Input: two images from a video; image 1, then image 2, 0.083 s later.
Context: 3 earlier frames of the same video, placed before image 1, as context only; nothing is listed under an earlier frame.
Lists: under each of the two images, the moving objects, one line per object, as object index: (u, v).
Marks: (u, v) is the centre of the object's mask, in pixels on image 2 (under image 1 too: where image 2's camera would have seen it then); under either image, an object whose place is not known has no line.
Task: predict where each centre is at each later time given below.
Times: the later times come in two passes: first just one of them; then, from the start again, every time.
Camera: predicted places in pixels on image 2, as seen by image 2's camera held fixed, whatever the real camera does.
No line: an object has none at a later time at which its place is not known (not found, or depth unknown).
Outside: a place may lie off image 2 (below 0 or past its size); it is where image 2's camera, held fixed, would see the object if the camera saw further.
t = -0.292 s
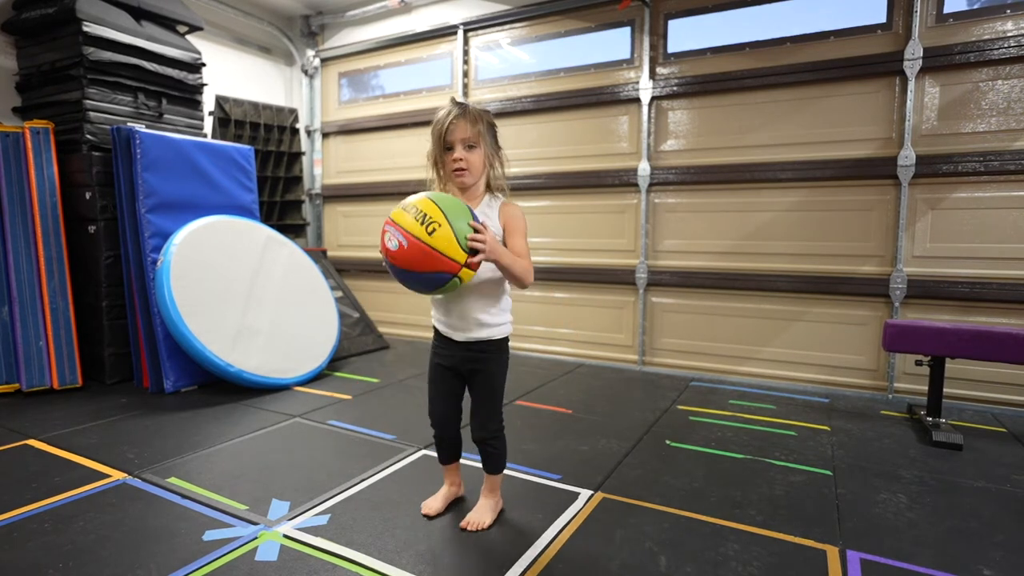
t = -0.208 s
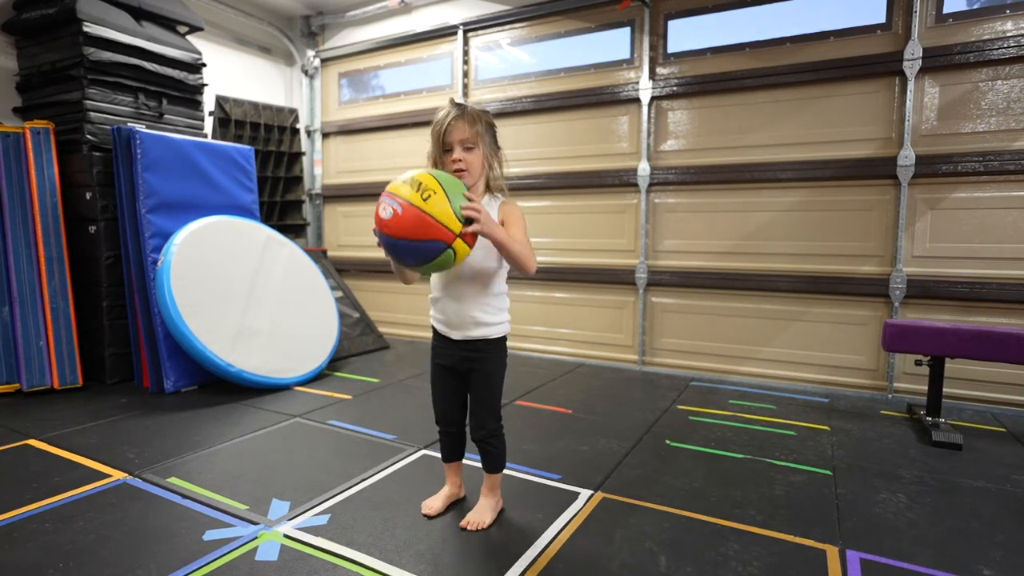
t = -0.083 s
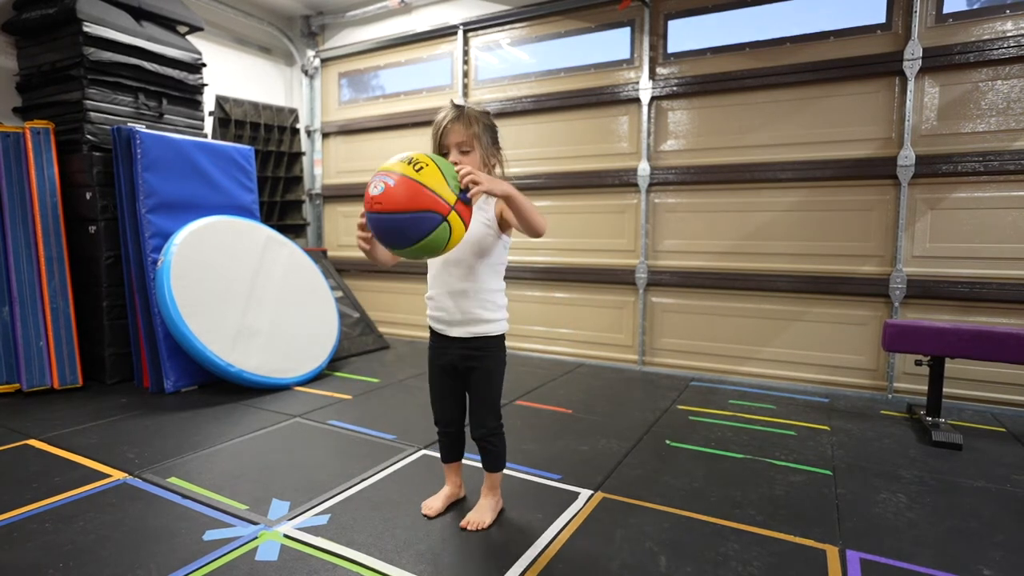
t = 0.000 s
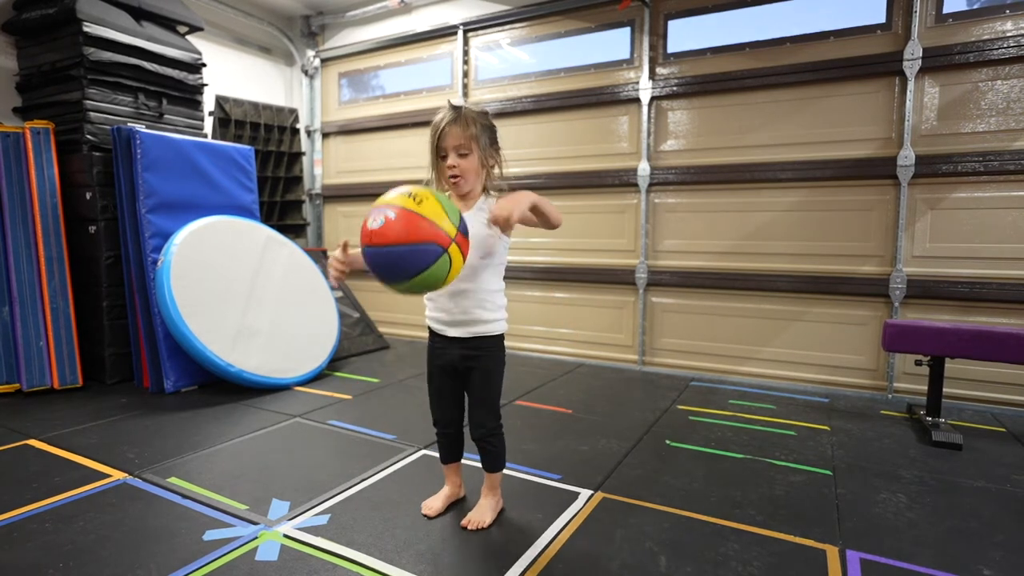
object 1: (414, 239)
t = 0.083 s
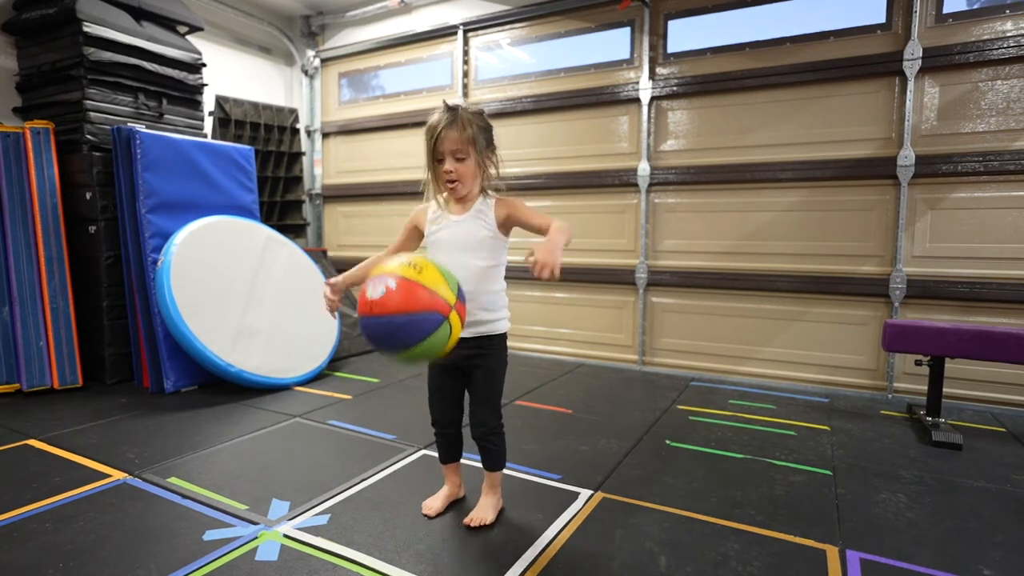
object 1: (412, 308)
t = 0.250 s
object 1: (408, 524)
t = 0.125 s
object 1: (410, 355)
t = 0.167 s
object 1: (410, 408)
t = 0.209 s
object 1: (409, 470)
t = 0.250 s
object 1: (408, 524)
